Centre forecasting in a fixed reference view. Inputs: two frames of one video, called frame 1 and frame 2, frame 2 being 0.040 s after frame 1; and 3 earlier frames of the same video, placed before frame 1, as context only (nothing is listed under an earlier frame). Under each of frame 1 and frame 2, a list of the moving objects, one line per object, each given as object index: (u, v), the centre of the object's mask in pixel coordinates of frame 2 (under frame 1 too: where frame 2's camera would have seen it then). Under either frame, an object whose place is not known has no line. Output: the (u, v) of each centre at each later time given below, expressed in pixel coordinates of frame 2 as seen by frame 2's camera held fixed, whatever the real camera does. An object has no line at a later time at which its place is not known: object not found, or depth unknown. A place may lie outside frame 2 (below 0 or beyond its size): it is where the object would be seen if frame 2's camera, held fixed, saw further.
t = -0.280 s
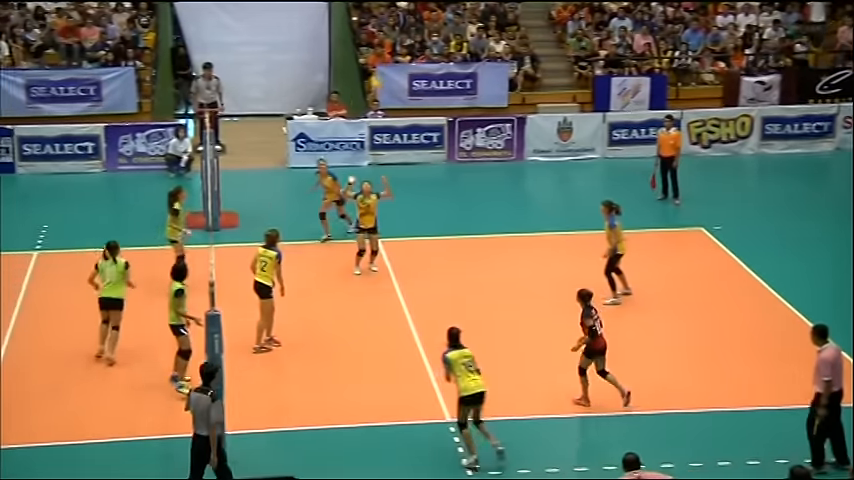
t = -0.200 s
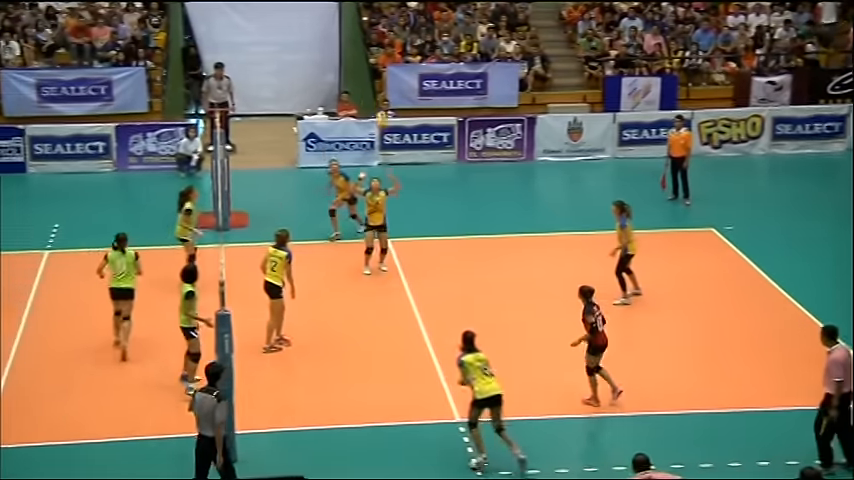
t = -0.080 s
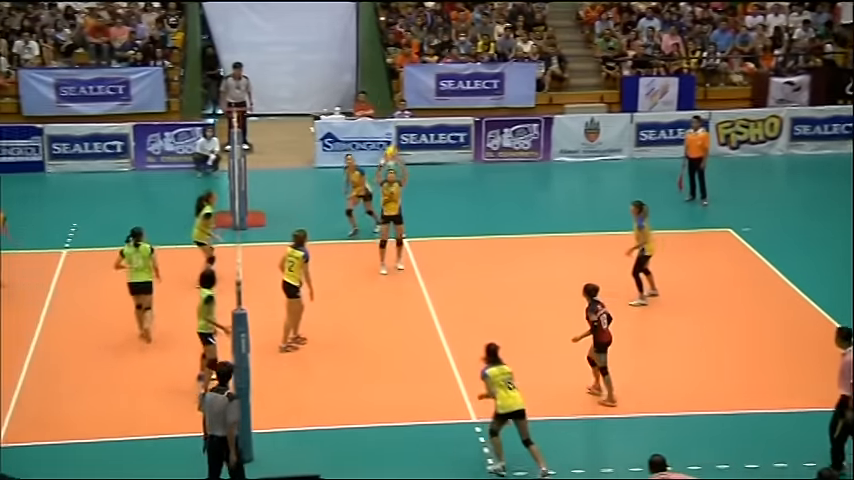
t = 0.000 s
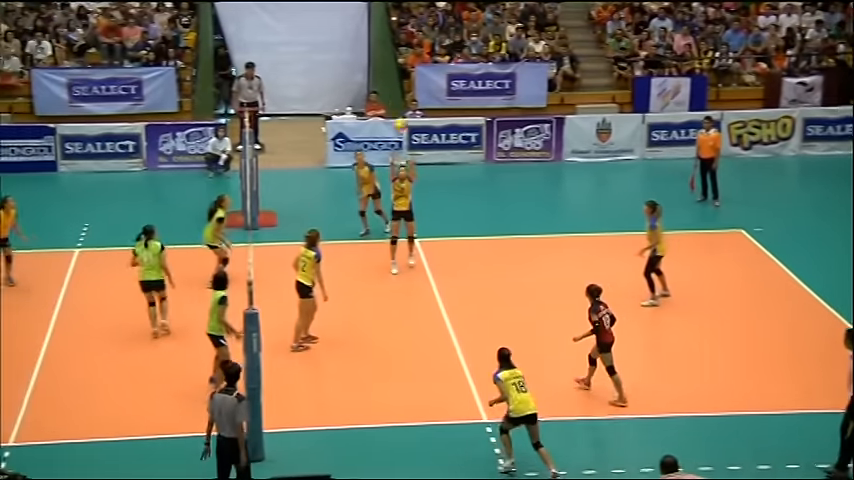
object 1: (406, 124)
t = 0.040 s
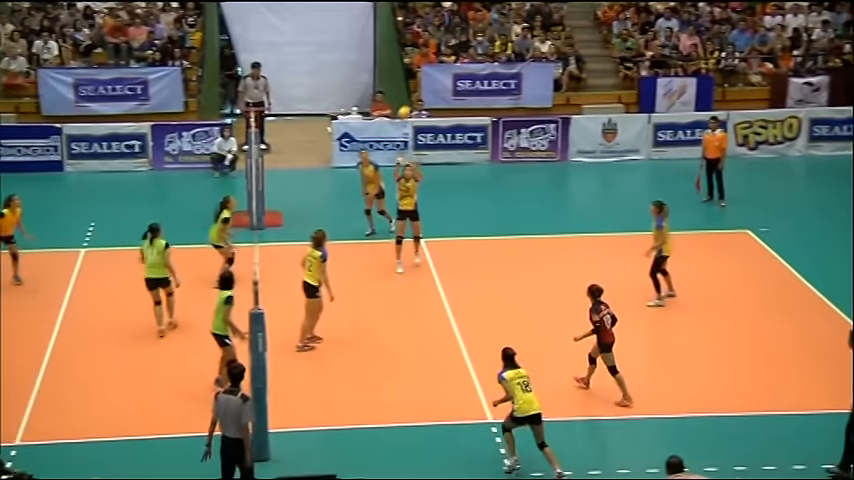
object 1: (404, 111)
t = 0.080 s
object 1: (403, 101)
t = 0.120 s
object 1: (402, 91)
